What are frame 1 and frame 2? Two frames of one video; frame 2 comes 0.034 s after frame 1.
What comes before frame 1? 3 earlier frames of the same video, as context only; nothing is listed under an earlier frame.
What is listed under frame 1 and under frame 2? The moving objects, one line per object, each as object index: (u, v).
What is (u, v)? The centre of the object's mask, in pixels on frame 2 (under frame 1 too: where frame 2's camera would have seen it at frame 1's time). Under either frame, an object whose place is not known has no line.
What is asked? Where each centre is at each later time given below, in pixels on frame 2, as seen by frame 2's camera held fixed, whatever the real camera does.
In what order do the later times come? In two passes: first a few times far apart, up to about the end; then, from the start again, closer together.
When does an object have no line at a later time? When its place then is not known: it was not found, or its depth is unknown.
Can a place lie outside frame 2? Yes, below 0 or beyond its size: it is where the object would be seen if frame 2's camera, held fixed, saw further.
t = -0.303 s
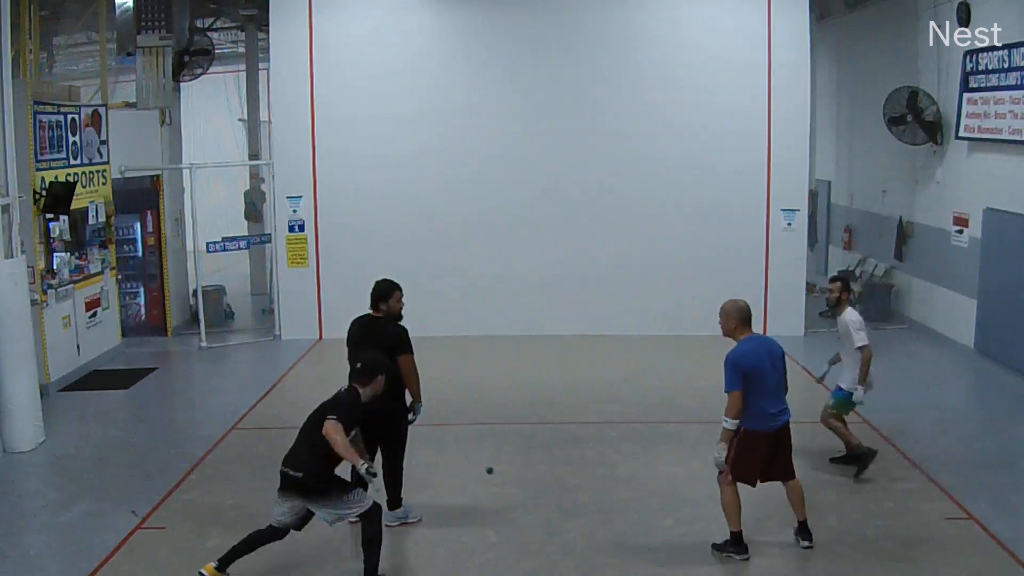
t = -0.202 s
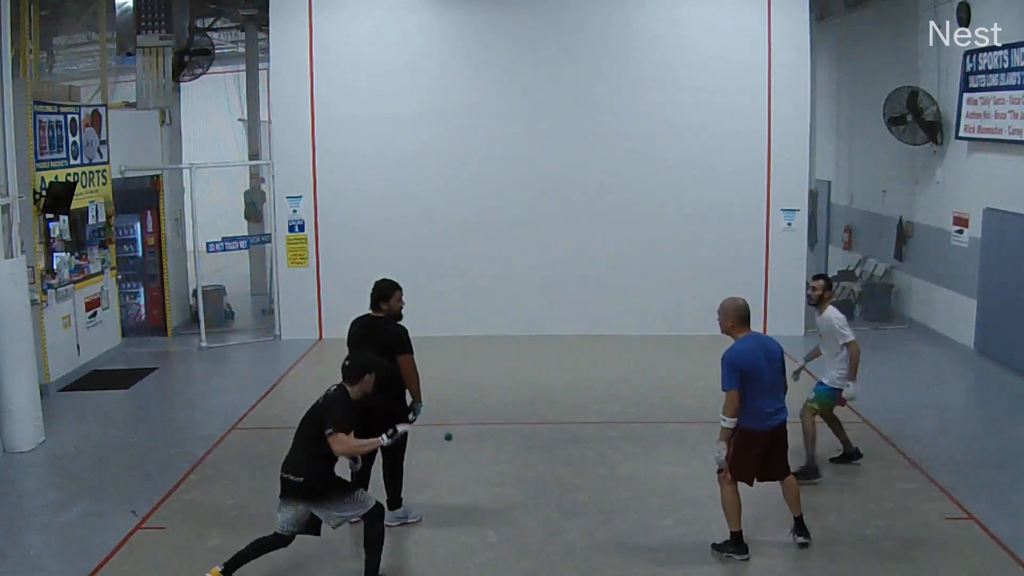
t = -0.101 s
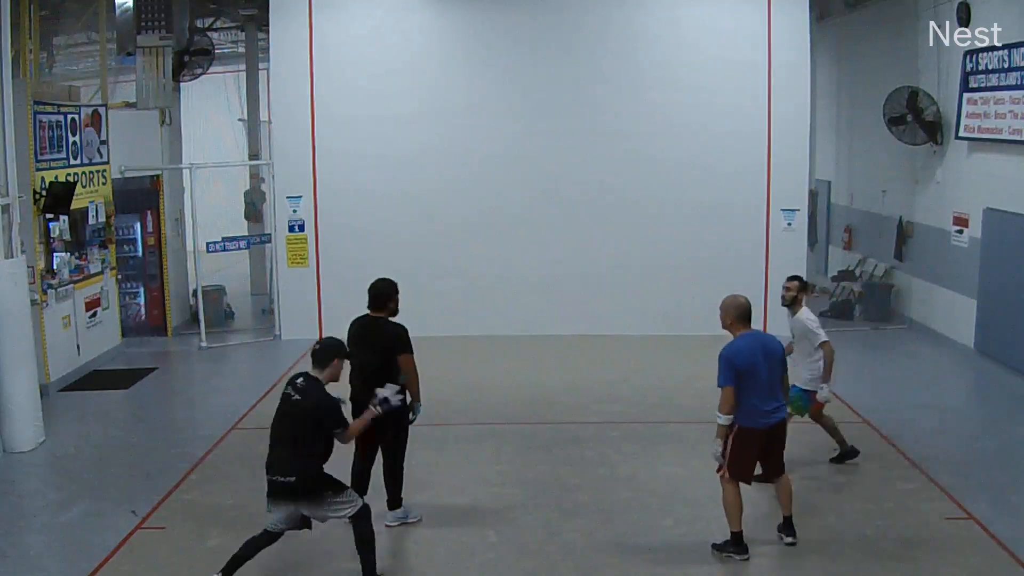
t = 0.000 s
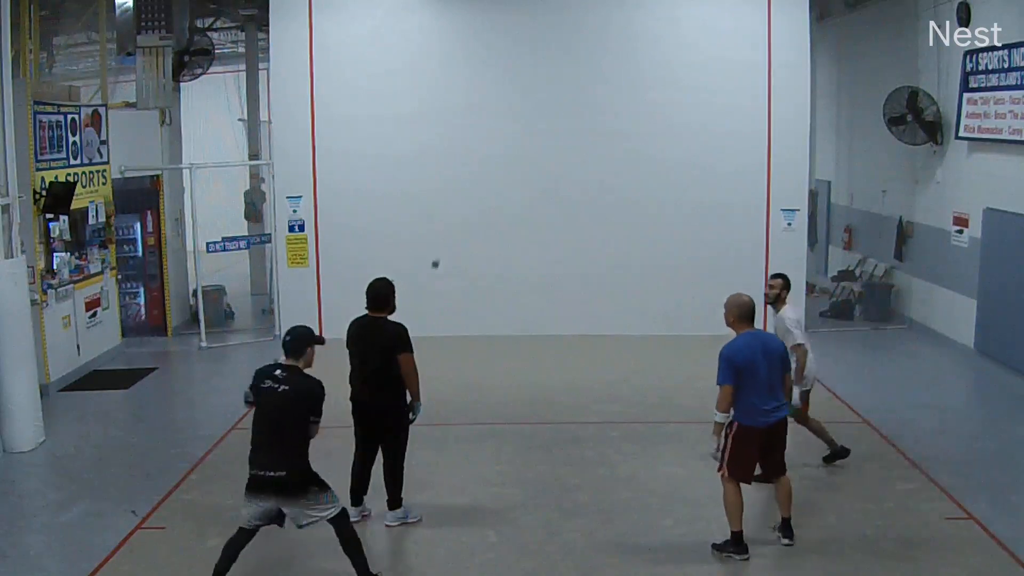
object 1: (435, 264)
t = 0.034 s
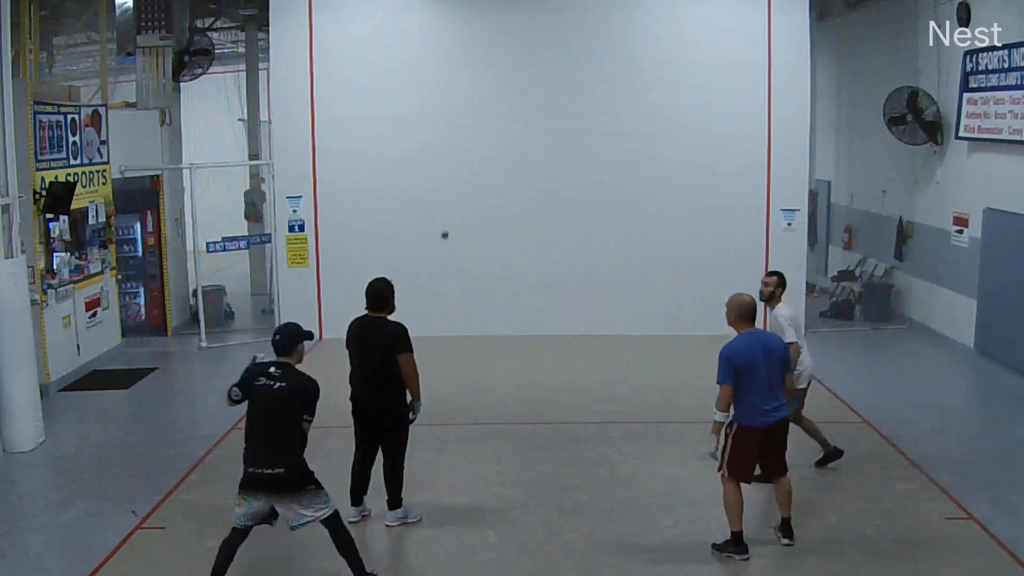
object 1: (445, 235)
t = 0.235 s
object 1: (489, 129)
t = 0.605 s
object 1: (539, 99)
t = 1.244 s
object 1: (557, 337)
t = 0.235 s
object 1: (489, 129)
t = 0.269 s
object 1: (495, 119)
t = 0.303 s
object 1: (500, 112)
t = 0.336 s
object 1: (506, 106)
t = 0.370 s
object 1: (511, 101)
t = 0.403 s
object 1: (515, 98)
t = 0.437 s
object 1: (520, 95)
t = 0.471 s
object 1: (524, 94)
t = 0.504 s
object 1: (528, 94)
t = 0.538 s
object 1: (532, 95)
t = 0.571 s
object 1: (536, 96)
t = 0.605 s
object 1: (539, 99)
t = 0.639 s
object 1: (543, 102)
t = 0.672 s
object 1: (546, 106)
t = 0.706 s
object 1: (549, 110)
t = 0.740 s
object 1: (552, 115)
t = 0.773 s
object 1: (555, 121)
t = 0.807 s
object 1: (557, 127)
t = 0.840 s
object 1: (557, 135)
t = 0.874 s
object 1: (557, 145)
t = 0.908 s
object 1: (557, 155)
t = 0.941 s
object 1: (557, 166)
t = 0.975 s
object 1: (557, 179)
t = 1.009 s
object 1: (557, 193)
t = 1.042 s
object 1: (557, 209)
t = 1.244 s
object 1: (557, 337)
